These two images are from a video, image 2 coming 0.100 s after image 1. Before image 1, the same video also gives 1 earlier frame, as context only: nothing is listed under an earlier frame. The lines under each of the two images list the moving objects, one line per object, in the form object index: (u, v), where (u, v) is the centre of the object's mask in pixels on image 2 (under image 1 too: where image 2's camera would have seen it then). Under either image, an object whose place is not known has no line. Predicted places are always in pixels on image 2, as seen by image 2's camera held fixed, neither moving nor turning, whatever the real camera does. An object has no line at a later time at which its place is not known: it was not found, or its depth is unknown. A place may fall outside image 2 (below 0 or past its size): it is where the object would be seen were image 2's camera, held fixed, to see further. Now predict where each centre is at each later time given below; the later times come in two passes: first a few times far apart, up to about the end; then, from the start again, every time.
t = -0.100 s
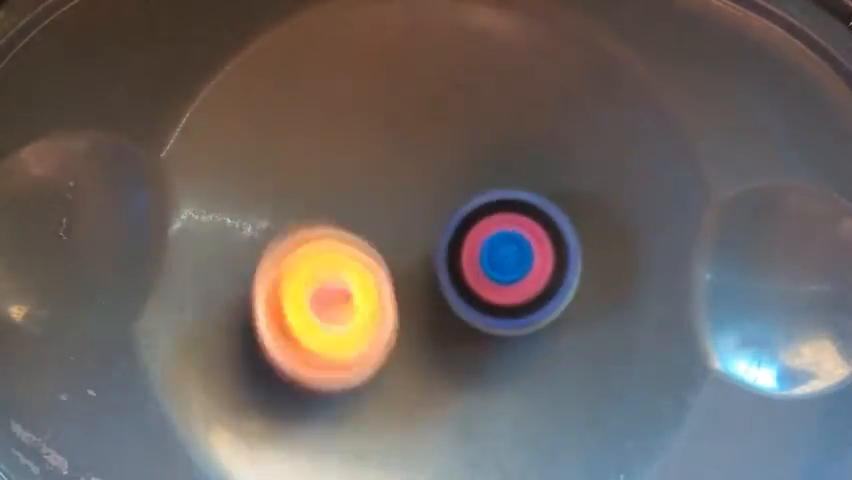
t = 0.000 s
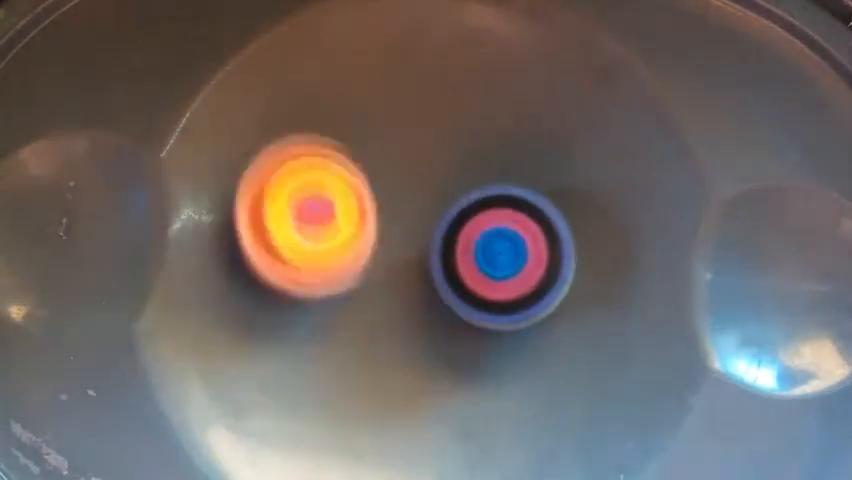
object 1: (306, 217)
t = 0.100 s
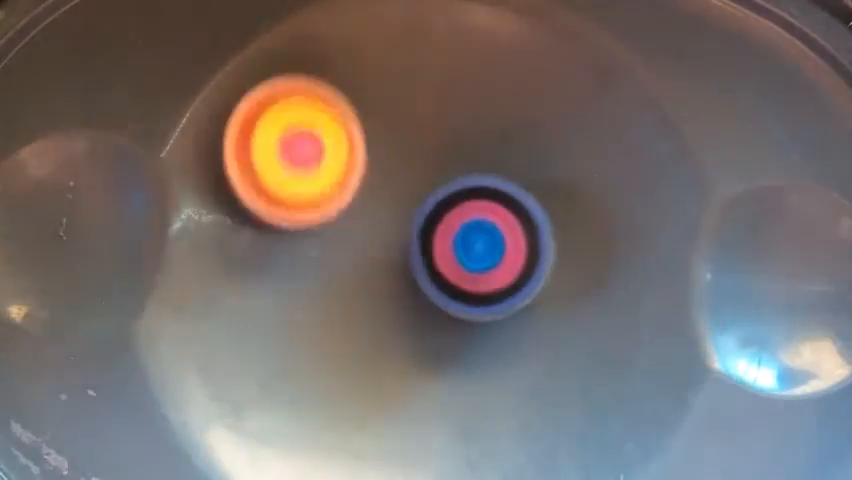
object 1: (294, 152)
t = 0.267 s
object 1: (323, 125)
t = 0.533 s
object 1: (288, 92)
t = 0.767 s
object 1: (509, 212)
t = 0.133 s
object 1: (294, 139)
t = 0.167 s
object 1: (296, 129)
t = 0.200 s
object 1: (302, 124)
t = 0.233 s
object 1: (311, 123)
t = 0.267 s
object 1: (323, 125)
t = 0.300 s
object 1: (321, 108)
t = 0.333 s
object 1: (300, 77)
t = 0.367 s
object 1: (286, 61)
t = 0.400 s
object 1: (275, 57)
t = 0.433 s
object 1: (270, 57)
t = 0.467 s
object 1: (271, 62)
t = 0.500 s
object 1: (277, 73)
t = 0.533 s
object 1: (288, 92)
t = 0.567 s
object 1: (304, 116)
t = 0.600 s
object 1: (328, 142)
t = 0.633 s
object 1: (356, 168)
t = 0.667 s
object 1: (390, 193)
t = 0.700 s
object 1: (425, 216)
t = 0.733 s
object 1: (464, 237)
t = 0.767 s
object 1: (509, 212)
